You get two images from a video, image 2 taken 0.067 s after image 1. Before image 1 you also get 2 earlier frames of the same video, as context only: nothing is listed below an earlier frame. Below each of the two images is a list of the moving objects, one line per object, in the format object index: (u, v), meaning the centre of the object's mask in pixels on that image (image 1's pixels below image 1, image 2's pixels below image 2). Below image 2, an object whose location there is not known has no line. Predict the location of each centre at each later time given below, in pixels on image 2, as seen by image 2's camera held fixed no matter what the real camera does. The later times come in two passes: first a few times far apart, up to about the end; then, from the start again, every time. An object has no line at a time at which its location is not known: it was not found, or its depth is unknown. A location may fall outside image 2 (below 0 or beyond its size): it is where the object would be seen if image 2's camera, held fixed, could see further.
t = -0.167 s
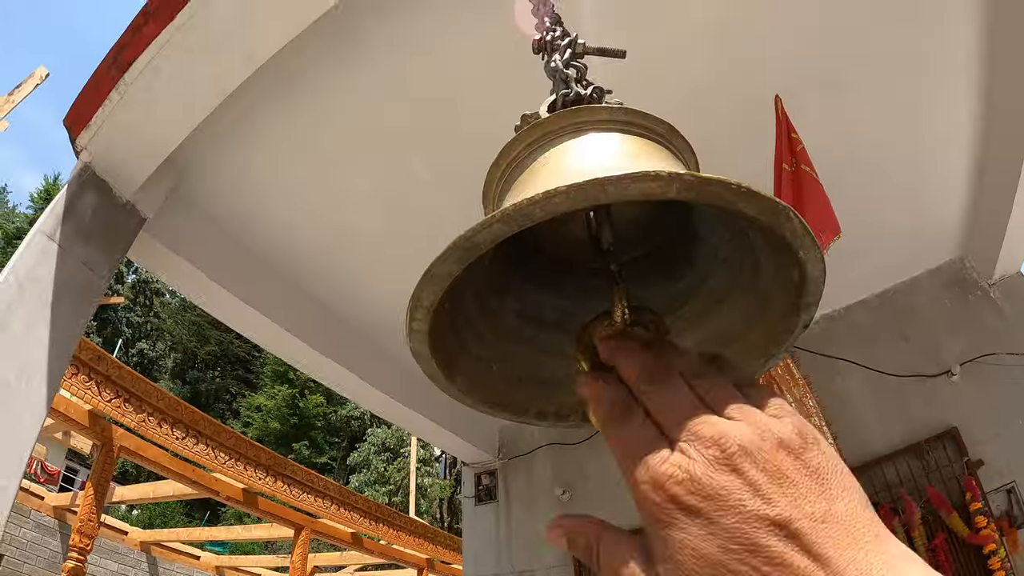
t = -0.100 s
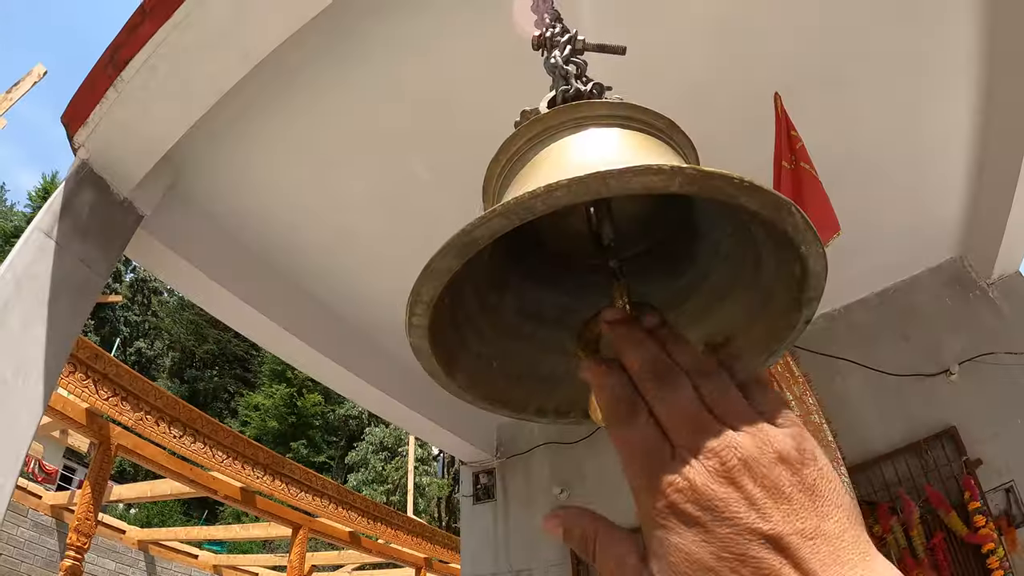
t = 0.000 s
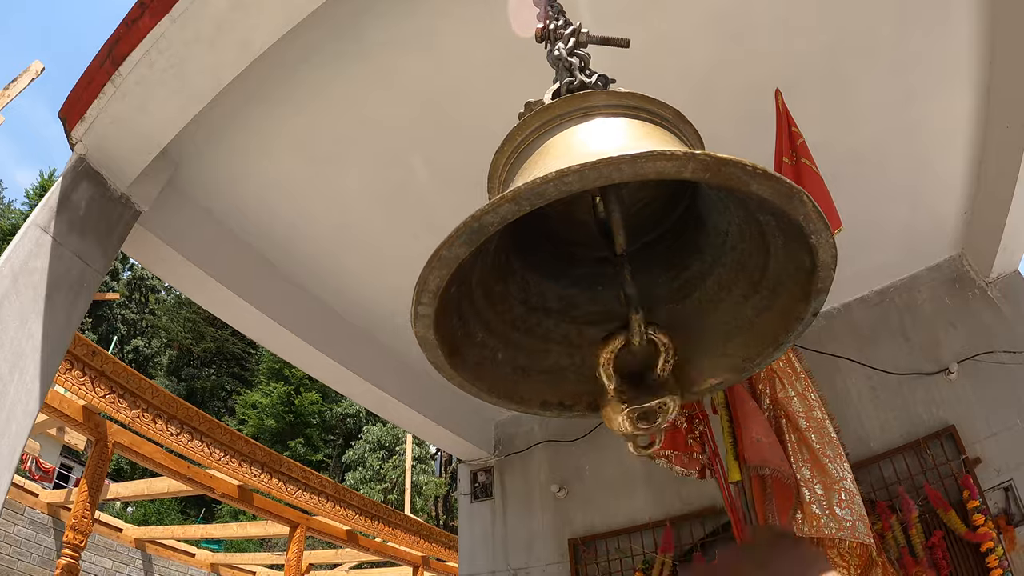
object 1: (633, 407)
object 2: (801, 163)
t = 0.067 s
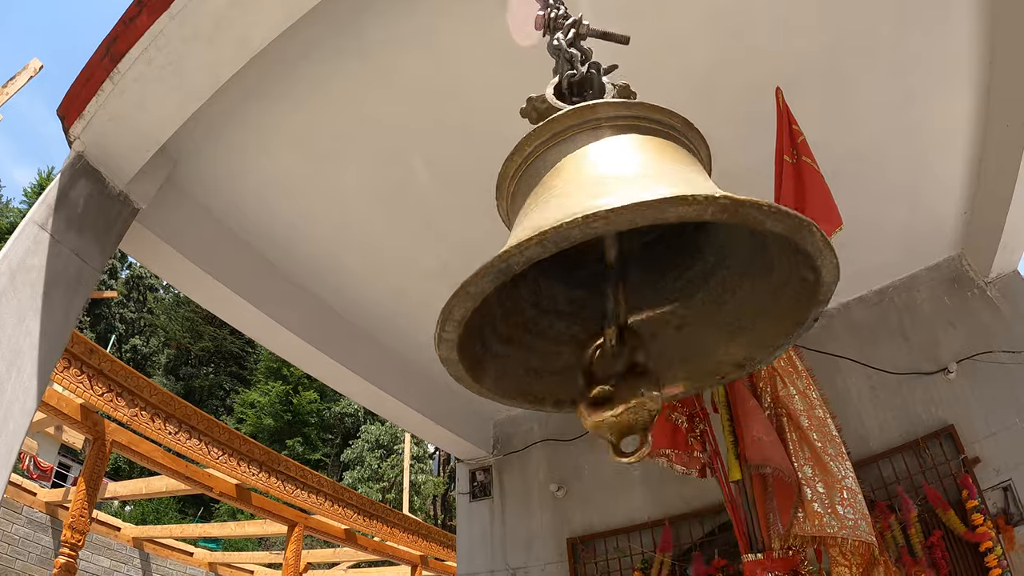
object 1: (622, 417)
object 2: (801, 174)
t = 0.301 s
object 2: (796, 200)
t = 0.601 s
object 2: (796, 194)
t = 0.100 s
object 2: (801, 177)
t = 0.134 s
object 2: (801, 180)
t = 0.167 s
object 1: (594, 420)
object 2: (801, 184)
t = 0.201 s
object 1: (586, 409)
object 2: (800, 189)
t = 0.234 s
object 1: (583, 386)
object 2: (799, 194)
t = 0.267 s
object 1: (584, 358)
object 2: (797, 198)
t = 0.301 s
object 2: (796, 200)
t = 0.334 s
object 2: (795, 202)
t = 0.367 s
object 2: (794, 203)
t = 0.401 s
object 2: (794, 203)
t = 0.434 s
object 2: (794, 202)
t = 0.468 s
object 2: (794, 201)
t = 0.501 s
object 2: (794, 200)
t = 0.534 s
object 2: (795, 198)
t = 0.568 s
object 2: (795, 196)
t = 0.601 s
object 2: (796, 194)
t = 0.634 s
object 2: (796, 192)
